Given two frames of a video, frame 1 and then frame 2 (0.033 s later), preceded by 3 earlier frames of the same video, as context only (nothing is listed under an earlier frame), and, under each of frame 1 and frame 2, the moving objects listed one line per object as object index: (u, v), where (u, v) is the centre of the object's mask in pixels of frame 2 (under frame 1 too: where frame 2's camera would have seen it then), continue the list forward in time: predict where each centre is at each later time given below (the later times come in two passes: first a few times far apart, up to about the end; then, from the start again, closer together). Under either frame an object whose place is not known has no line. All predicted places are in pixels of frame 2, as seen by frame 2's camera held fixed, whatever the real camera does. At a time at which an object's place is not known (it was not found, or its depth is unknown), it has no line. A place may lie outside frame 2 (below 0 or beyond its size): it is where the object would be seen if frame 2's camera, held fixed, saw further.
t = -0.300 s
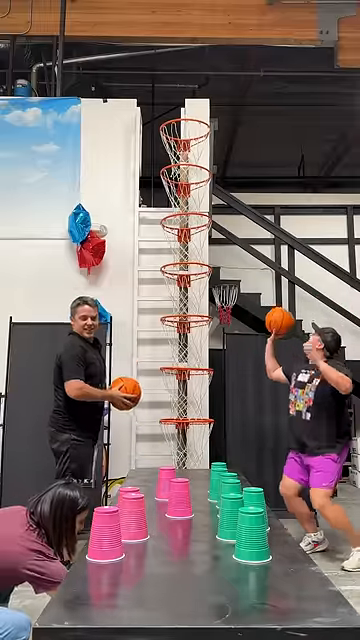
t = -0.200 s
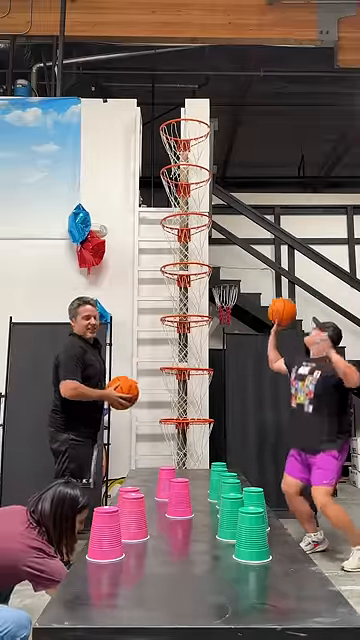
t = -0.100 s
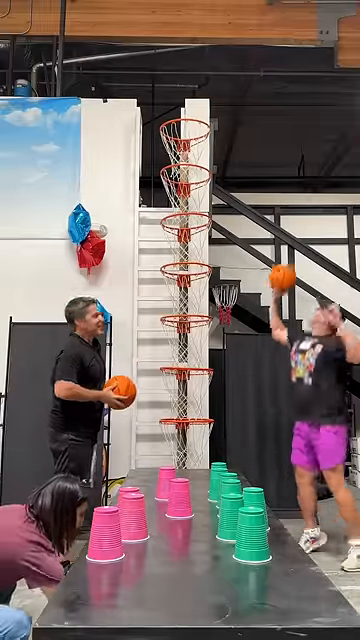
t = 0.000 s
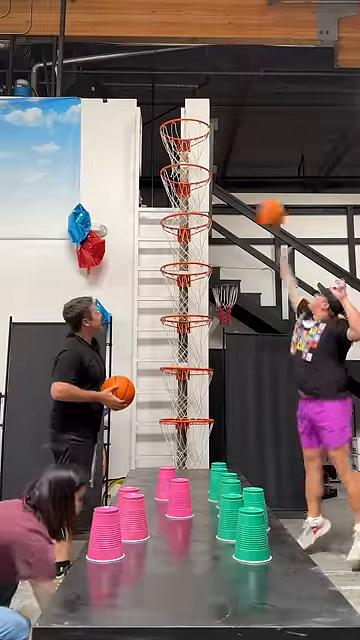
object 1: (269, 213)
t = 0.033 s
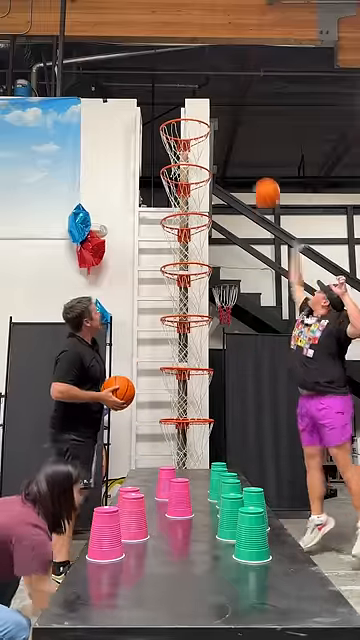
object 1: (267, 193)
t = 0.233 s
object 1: (240, 112)
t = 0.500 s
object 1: (211, 76)
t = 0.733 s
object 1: (188, 100)
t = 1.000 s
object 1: (174, 162)
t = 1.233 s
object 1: (201, 156)
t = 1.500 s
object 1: (216, 149)
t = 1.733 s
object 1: (228, 203)
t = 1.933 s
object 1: (242, 301)
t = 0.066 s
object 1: (262, 176)
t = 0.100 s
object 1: (257, 161)
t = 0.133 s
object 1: (253, 145)
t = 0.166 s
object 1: (249, 133)
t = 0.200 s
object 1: (244, 122)
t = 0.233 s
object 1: (240, 112)
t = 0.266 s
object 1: (237, 103)
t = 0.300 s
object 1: (233, 96)
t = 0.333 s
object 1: (229, 89)
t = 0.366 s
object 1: (225, 84)
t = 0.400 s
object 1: (222, 80)
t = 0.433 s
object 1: (218, 78)
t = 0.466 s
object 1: (214, 76)
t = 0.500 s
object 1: (211, 76)
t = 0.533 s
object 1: (208, 76)
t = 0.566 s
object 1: (204, 78)
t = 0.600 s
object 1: (201, 80)
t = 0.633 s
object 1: (197, 84)
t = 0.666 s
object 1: (194, 87)
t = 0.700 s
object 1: (191, 93)
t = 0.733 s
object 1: (188, 100)
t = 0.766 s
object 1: (184, 108)
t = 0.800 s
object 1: (181, 116)
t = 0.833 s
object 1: (177, 126)
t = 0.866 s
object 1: (176, 139)
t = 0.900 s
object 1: (172, 148)
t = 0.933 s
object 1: (171, 161)
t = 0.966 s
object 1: (170, 164)
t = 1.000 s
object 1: (174, 162)
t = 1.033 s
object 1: (178, 158)
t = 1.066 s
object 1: (181, 156)
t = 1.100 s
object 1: (185, 156)
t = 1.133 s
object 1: (189, 155)
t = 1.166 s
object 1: (193, 156)
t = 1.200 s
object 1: (197, 158)
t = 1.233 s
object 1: (201, 156)
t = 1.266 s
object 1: (203, 152)
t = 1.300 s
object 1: (205, 148)
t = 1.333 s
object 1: (207, 146)
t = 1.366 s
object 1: (209, 144)
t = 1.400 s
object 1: (210, 144)
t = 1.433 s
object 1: (212, 144)
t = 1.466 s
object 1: (214, 146)
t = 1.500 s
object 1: (216, 149)
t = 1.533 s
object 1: (218, 153)
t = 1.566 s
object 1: (219, 158)
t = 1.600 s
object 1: (221, 165)
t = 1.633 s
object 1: (223, 172)
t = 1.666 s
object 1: (226, 180)
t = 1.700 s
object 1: (227, 192)
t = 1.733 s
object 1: (228, 203)
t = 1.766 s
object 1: (231, 215)
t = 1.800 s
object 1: (233, 230)
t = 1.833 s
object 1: (235, 245)
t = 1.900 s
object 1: (239, 282)
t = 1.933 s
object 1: (242, 301)
